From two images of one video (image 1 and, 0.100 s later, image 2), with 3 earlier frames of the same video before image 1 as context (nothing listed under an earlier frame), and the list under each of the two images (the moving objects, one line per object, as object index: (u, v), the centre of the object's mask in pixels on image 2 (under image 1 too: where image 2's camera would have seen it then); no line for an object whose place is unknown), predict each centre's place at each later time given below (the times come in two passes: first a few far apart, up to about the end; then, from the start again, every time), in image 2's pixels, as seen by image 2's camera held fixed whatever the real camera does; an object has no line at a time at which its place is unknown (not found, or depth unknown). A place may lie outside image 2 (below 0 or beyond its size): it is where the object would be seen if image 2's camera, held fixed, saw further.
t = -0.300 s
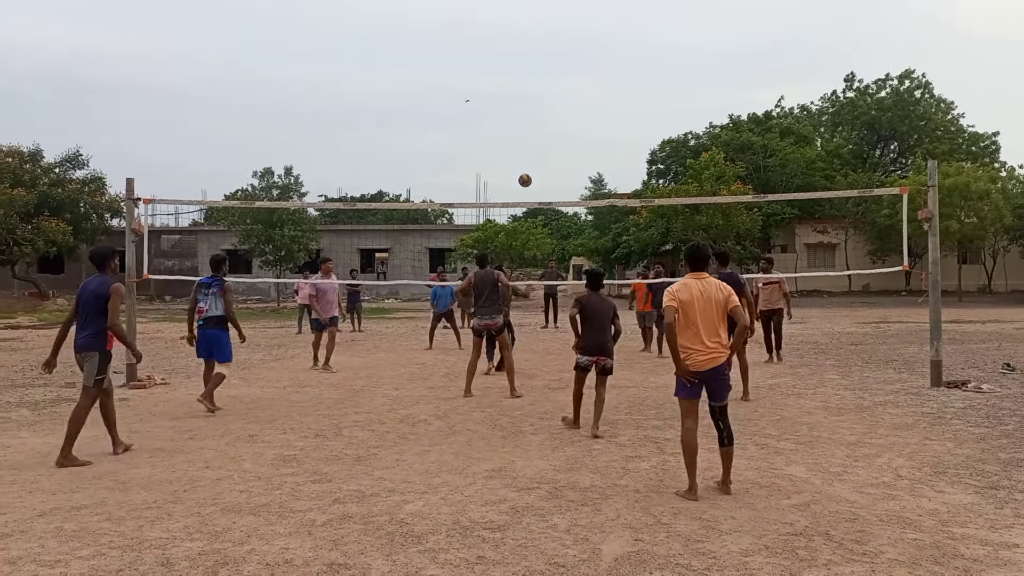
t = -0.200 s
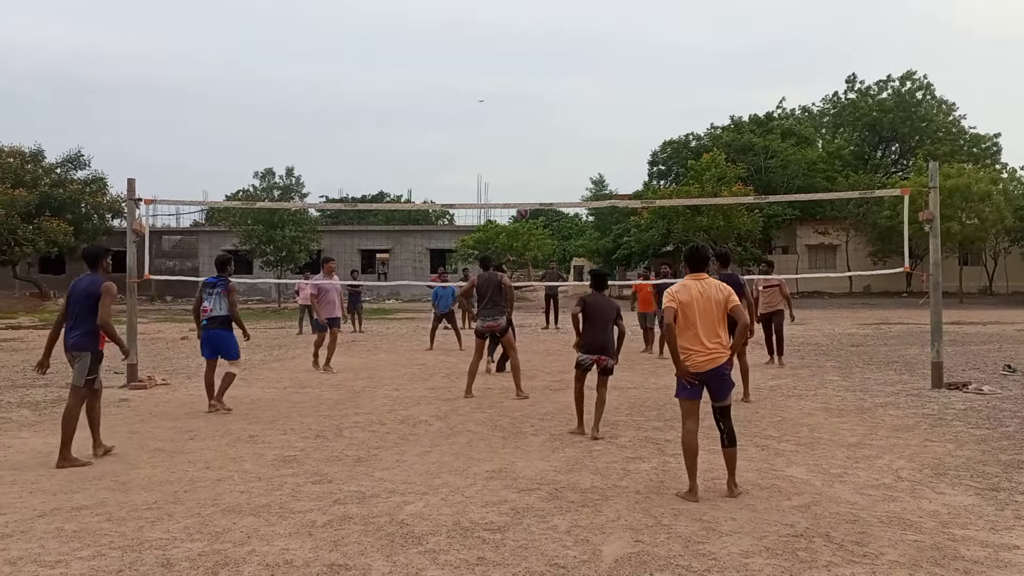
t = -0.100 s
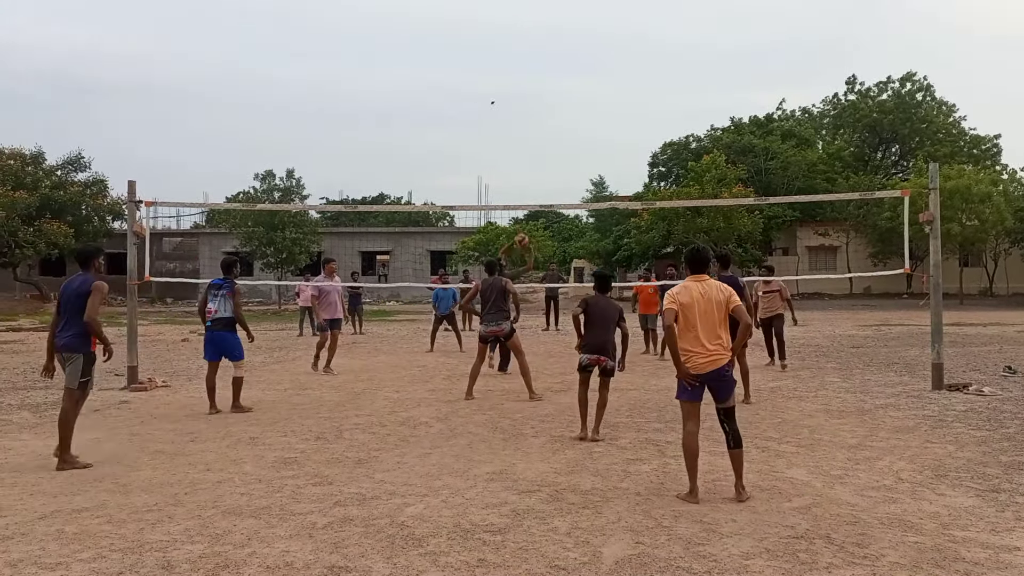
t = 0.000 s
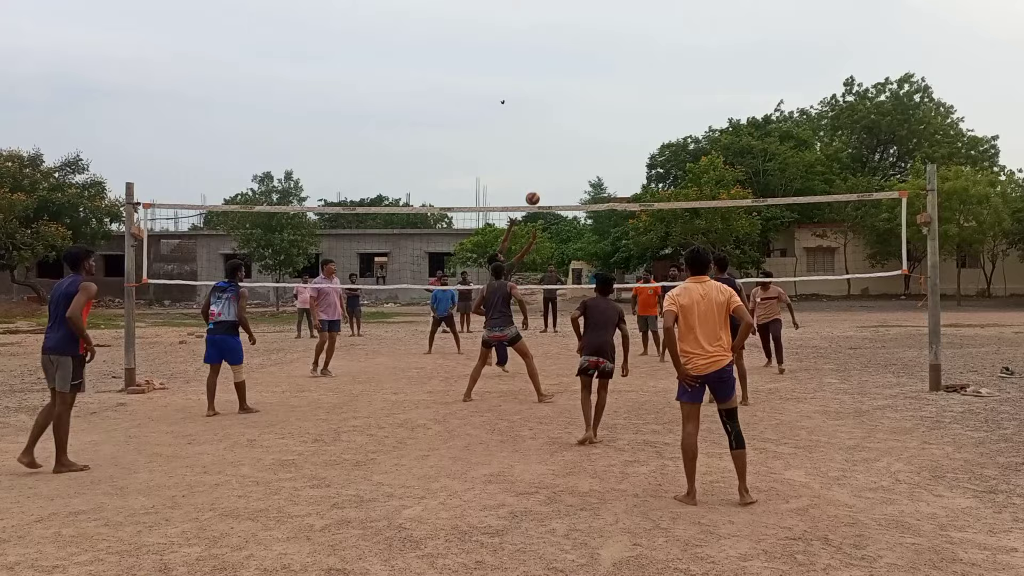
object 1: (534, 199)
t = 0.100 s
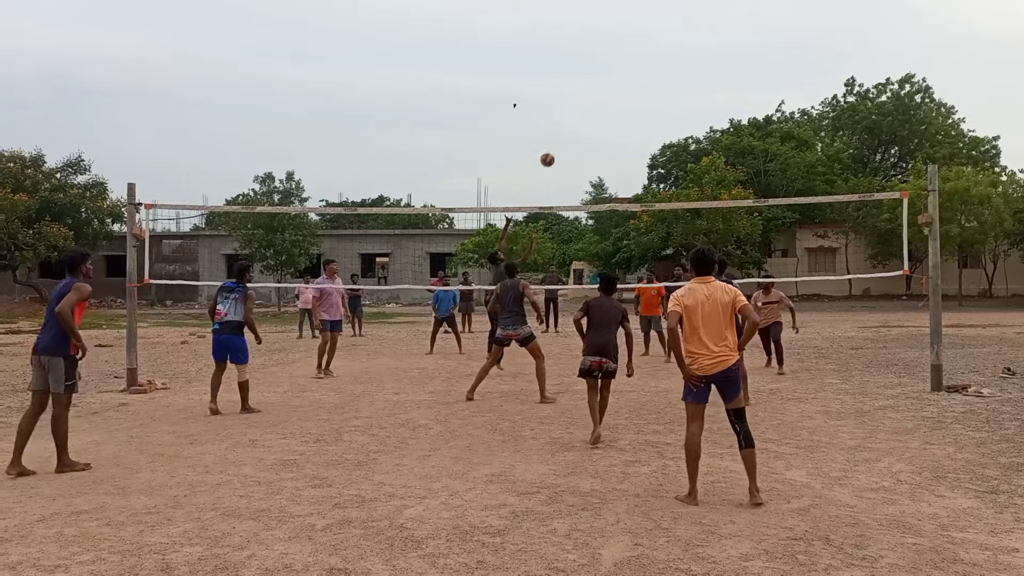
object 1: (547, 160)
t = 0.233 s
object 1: (566, 116)
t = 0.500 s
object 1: (601, 64)
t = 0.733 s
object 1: (632, 57)
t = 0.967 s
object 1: (661, 90)
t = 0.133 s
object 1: (552, 148)
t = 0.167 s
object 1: (556, 137)
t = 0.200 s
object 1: (561, 126)
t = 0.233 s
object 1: (566, 116)
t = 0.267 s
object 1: (570, 107)
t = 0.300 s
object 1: (574, 99)
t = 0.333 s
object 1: (579, 91)
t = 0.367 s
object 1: (584, 84)
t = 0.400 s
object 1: (588, 78)
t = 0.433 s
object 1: (593, 72)
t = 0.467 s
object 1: (597, 68)
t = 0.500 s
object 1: (601, 64)
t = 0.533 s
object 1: (606, 60)
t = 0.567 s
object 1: (610, 58)
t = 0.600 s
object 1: (614, 56)
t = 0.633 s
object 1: (618, 55)
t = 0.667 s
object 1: (623, 55)
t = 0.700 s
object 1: (628, 55)
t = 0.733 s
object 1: (632, 57)
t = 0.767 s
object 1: (636, 59)
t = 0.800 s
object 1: (640, 62)
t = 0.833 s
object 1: (645, 66)
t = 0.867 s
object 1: (649, 71)
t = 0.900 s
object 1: (653, 76)
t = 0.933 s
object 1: (657, 83)
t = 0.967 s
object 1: (661, 90)
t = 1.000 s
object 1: (665, 98)
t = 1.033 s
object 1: (669, 107)
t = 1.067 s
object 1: (673, 117)
